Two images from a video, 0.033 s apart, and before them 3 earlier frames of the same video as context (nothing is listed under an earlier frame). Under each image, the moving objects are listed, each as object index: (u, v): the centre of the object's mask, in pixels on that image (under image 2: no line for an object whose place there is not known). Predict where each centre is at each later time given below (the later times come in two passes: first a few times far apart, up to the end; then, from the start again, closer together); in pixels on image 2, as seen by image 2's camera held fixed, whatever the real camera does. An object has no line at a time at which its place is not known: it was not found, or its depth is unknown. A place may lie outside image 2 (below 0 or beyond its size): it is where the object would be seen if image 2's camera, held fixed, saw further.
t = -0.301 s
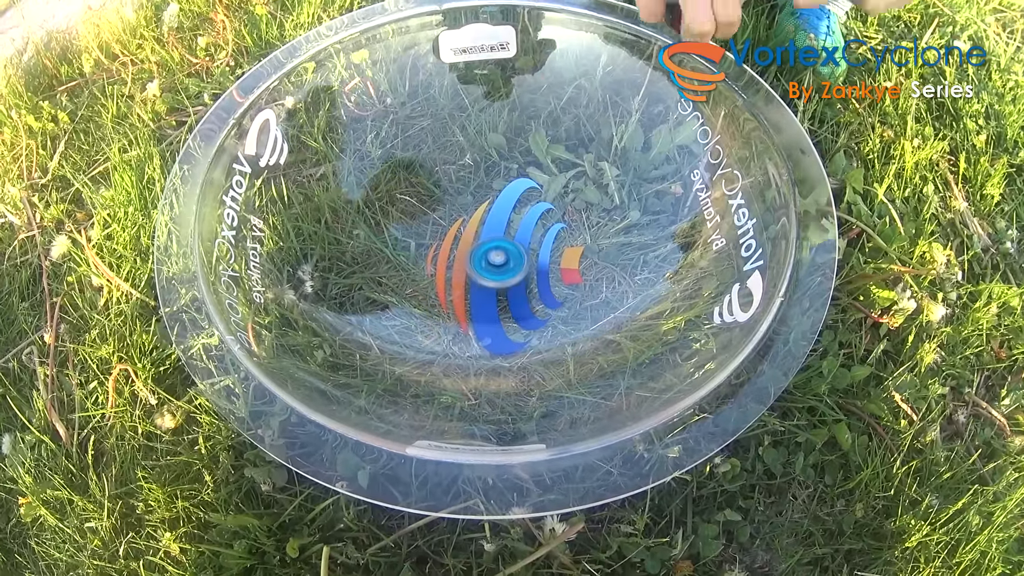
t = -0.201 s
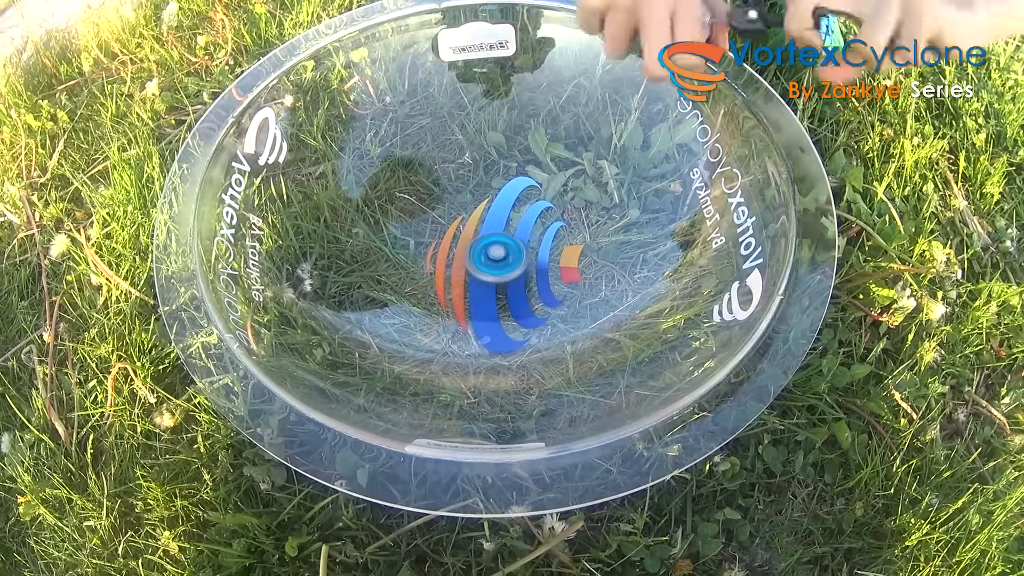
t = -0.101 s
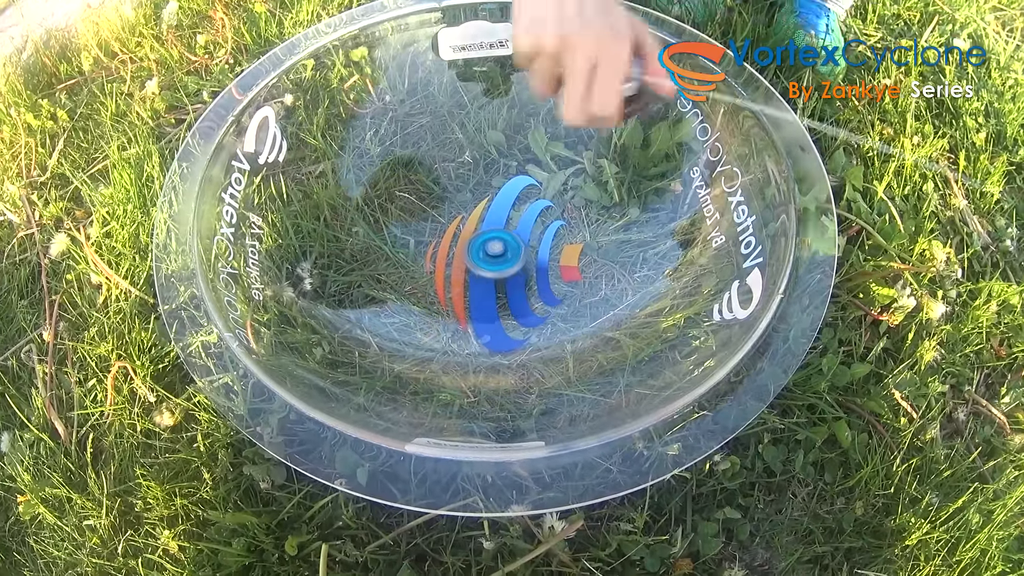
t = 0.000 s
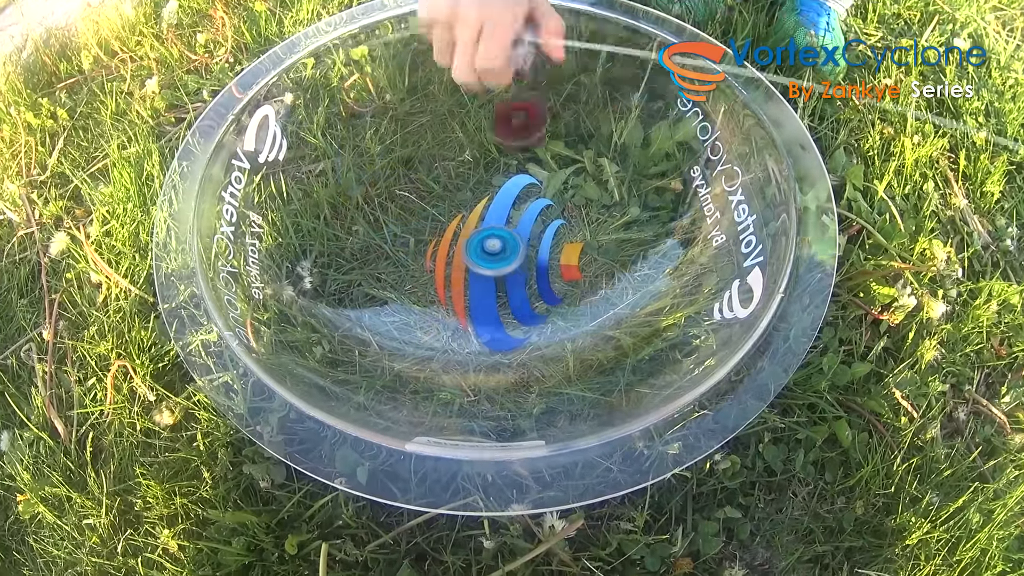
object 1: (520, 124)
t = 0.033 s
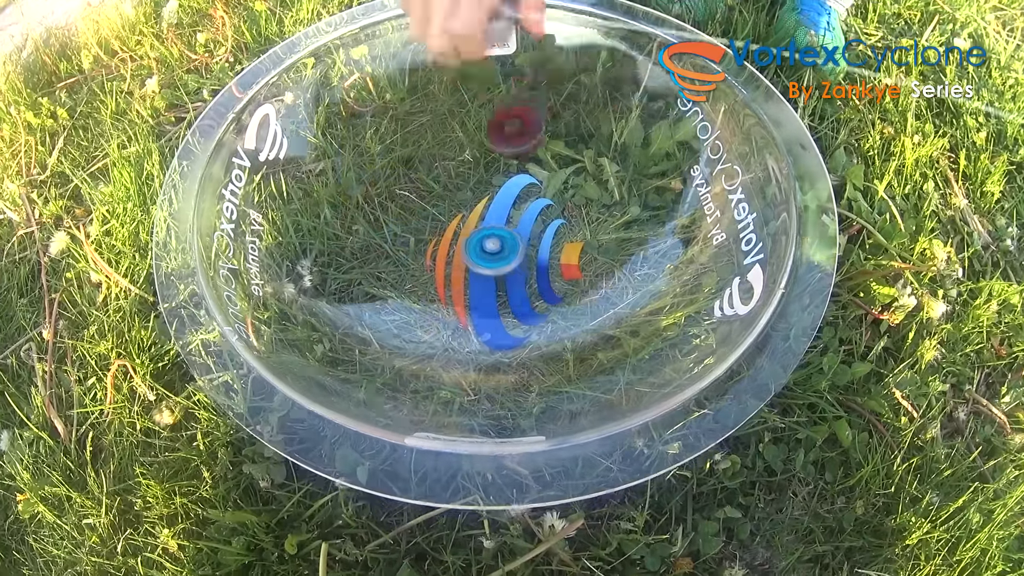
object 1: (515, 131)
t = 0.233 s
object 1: (473, 210)
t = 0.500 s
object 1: (459, 193)
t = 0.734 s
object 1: (475, 193)
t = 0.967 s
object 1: (584, 289)
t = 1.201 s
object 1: (541, 272)
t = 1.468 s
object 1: (395, 257)
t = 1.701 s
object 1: (453, 261)
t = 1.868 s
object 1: (494, 240)
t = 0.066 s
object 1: (504, 141)
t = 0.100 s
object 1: (495, 164)
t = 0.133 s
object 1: (484, 200)
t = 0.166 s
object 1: (478, 204)
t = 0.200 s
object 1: (475, 203)
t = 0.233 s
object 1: (473, 210)
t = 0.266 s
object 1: (465, 206)
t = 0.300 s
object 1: (459, 195)
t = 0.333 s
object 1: (455, 191)
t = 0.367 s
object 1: (453, 188)
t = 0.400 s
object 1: (453, 190)
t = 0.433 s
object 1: (455, 194)
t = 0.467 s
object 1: (458, 204)
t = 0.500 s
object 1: (459, 193)
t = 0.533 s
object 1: (457, 175)
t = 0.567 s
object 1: (456, 164)
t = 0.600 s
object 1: (455, 166)
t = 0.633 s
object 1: (456, 178)
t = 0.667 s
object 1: (459, 183)
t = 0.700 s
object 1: (465, 182)
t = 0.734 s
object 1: (475, 193)
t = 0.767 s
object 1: (485, 214)
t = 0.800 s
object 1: (501, 232)
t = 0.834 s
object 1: (523, 248)
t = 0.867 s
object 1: (546, 277)
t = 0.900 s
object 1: (561, 284)
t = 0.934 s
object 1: (573, 281)
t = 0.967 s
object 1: (584, 289)
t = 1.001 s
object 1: (595, 306)
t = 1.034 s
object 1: (592, 294)
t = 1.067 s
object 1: (588, 292)
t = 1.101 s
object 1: (582, 297)
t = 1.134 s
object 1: (569, 282)
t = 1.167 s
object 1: (555, 272)
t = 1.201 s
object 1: (541, 272)
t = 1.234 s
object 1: (526, 257)
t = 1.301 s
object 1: (495, 238)
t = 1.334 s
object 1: (474, 231)
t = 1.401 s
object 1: (436, 246)
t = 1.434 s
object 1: (413, 261)
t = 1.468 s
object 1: (395, 257)
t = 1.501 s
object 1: (381, 255)
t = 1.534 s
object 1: (370, 262)
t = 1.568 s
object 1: (375, 257)
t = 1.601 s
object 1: (386, 255)
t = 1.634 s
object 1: (402, 262)
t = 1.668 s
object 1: (423, 269)
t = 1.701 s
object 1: (453, 261)
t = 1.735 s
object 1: (482, 265)
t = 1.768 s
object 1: (486, 261)
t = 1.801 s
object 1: (488, 254)
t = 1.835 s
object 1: (490, 245)
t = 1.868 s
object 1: (494, 240)
